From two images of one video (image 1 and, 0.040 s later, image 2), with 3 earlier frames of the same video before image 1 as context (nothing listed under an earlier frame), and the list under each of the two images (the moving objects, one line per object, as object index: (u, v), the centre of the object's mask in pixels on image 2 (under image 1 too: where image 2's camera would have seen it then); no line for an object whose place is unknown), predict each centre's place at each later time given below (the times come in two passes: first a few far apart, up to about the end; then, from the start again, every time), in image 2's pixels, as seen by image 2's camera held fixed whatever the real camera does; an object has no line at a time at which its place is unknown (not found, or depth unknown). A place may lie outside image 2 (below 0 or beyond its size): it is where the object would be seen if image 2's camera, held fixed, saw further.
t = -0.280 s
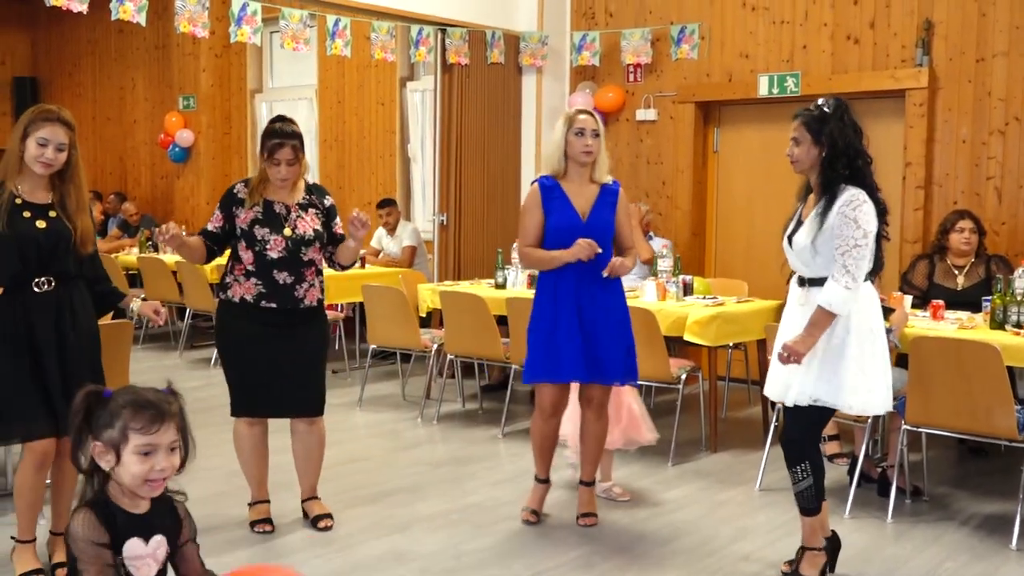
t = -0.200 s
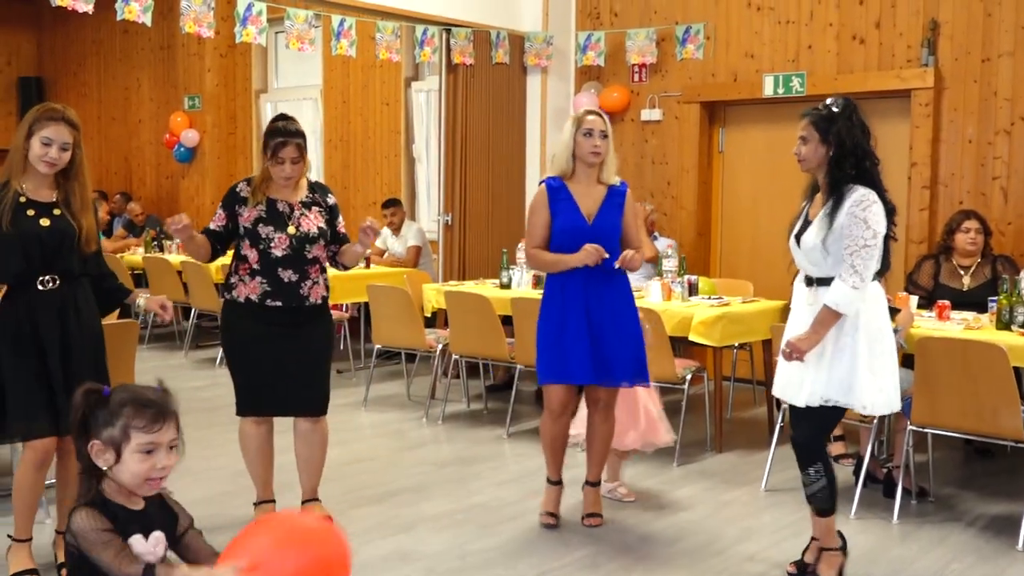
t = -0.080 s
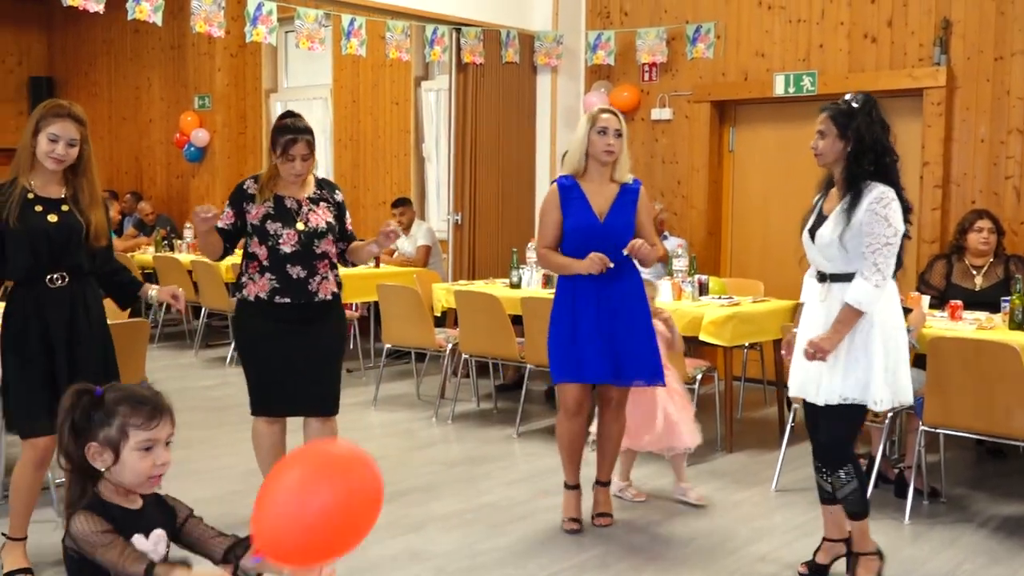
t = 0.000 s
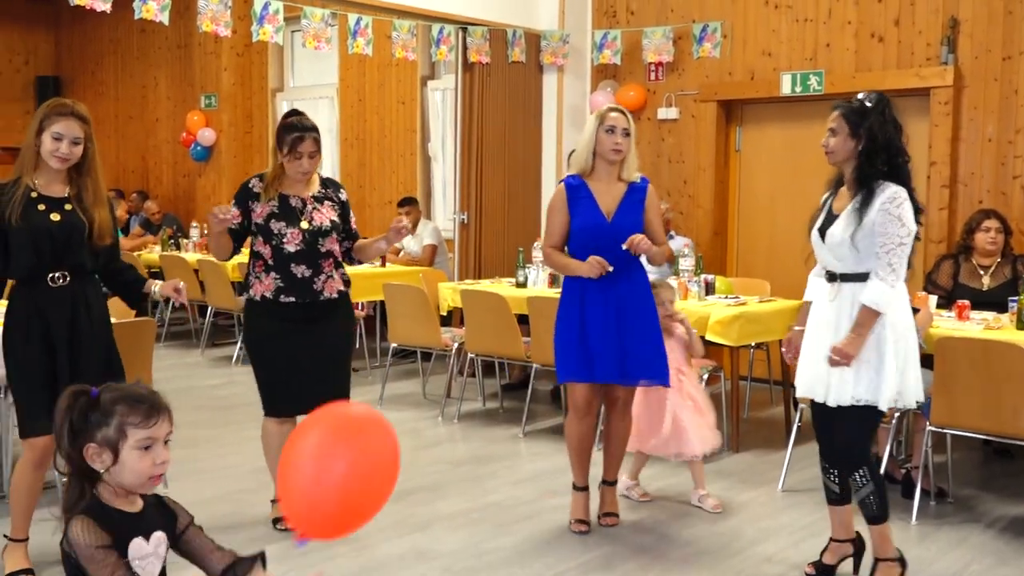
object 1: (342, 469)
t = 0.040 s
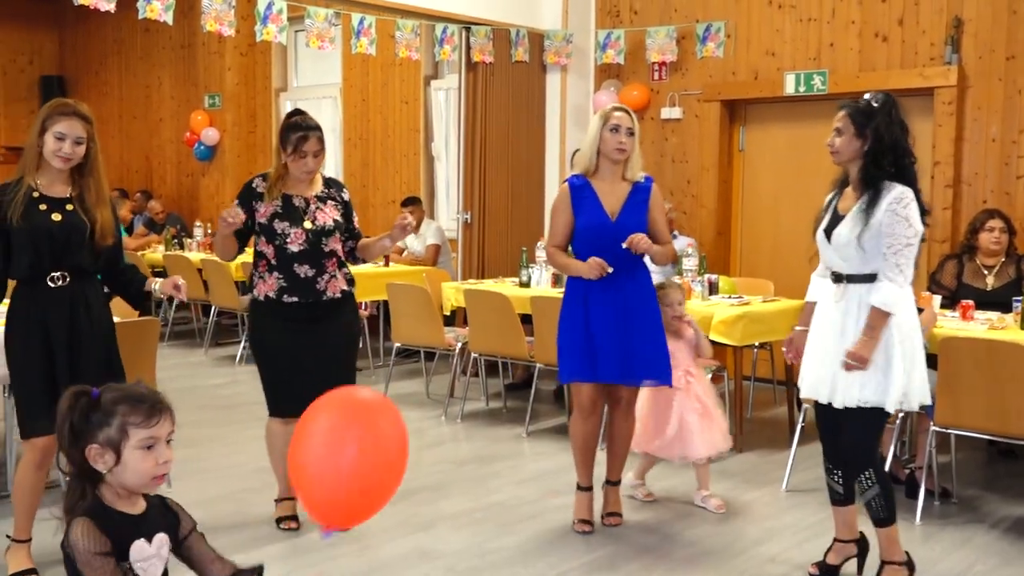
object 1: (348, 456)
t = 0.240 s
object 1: (380, 425)
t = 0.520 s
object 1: (427, 465)
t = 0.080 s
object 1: (354, 445)
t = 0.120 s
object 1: (360, 436)
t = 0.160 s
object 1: (367, 430)
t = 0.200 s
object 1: (373, 426)
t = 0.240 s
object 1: (380, 425)
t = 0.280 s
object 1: (387, 425)
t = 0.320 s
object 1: (393, 427)
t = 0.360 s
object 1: (400, 431)
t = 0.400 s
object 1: (407, 437)
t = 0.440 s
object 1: (414, 445)
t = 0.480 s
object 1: (420, 454)
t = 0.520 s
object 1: (427, 465)
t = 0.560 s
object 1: (433, 478)
